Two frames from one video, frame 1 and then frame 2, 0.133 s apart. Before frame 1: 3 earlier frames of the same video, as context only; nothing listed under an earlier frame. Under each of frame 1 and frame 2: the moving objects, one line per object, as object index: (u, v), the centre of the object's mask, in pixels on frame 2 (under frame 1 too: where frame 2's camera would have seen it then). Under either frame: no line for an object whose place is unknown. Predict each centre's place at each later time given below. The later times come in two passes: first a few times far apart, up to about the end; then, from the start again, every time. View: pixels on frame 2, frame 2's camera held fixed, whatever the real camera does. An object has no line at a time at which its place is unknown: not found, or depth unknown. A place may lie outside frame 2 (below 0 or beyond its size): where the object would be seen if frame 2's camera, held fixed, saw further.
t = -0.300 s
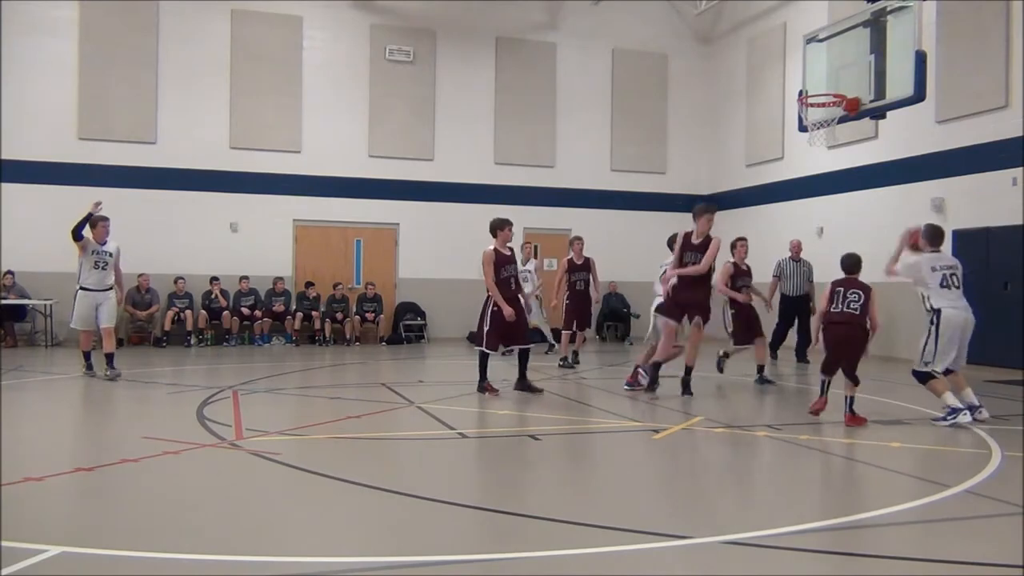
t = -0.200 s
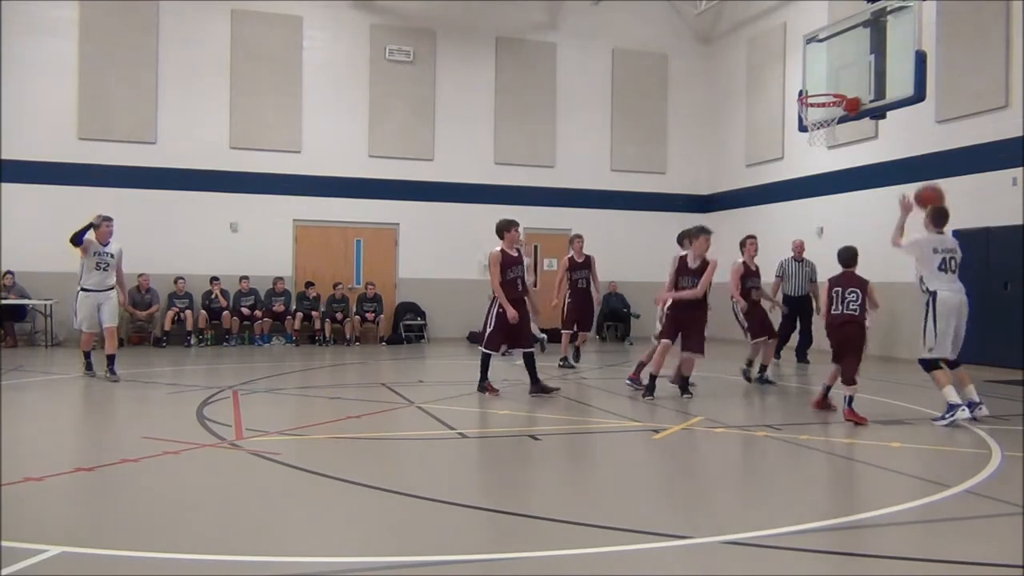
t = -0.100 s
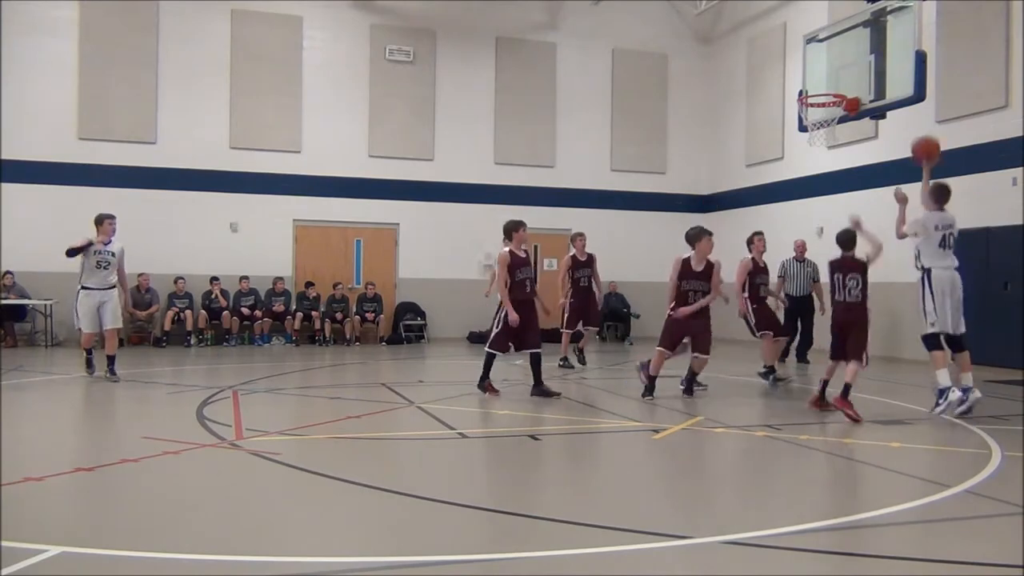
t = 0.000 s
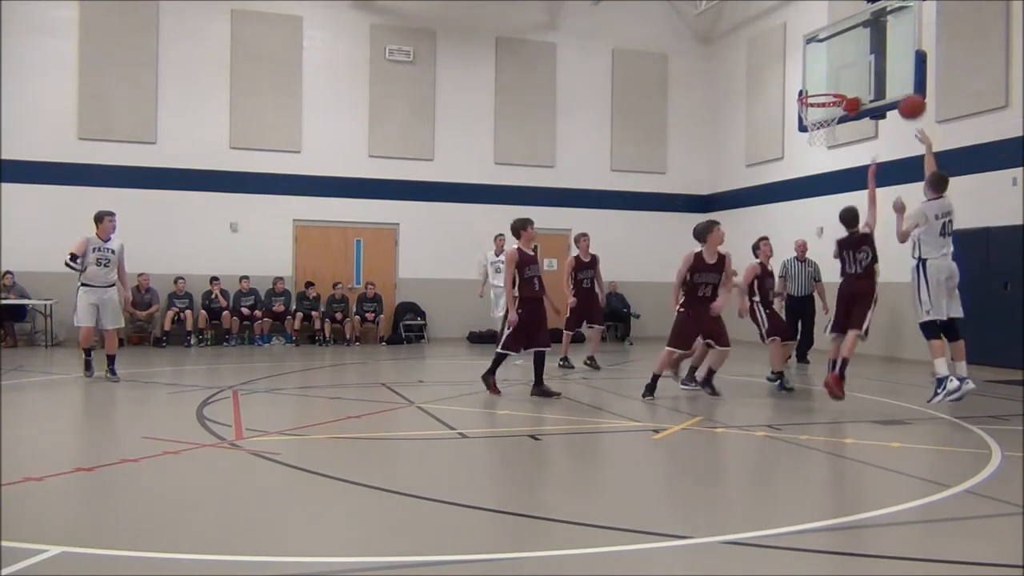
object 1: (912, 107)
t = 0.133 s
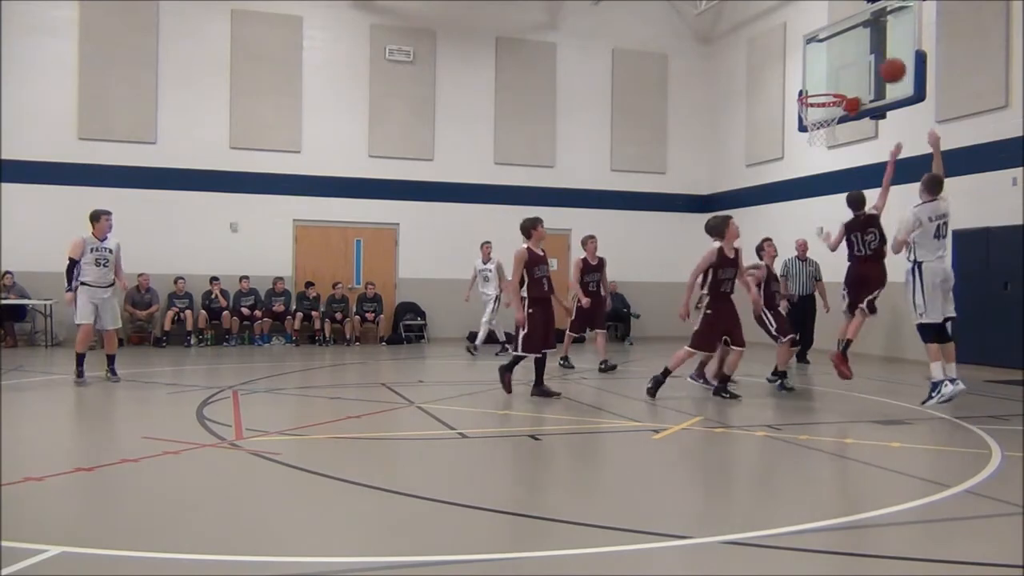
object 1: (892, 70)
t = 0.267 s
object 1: (874, 55)
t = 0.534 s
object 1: (839, 77)
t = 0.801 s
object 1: (833, 67)
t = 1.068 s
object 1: (830, 109)
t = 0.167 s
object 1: (889, 64)
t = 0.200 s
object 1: (883, 60)
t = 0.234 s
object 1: (878, 57)
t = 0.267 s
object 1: (874, 55)
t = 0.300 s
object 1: (869, 53)
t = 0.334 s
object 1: (865, 53)
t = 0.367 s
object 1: (860, 55)
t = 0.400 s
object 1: (856, 57)
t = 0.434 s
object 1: (852, 60)
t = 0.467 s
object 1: (847, 65)
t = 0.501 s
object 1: (844, 70)
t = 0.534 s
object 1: (839, 77)
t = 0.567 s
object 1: (836, 82)
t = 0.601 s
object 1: (835, 77)
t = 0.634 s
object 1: (835, 73)
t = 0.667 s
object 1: (835, 70)
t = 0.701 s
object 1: (834, 67)
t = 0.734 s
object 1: (834, 66)
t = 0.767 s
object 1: (833, 66)
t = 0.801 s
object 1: (833, 67)
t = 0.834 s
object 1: (833, 69)
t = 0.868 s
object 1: (832, 72)
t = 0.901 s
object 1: (831, 76)
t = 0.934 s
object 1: (831, 81)
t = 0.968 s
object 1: (830, 87)
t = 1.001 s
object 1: (831, 95)
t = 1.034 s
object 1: (831, 103)
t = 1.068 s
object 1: (830, 109)
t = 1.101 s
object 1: (829, 120)
